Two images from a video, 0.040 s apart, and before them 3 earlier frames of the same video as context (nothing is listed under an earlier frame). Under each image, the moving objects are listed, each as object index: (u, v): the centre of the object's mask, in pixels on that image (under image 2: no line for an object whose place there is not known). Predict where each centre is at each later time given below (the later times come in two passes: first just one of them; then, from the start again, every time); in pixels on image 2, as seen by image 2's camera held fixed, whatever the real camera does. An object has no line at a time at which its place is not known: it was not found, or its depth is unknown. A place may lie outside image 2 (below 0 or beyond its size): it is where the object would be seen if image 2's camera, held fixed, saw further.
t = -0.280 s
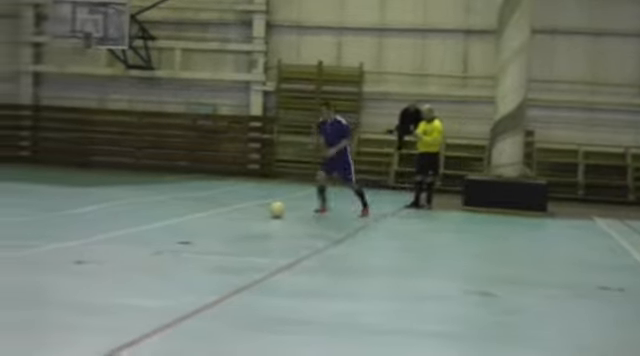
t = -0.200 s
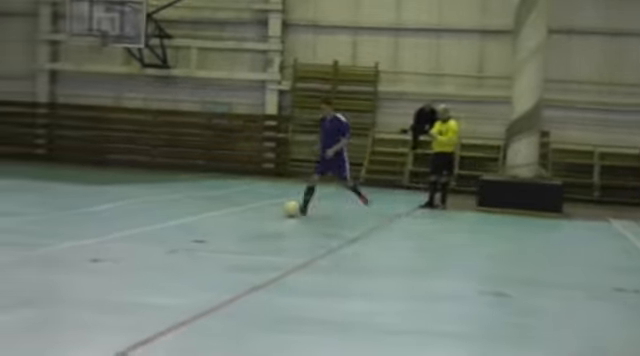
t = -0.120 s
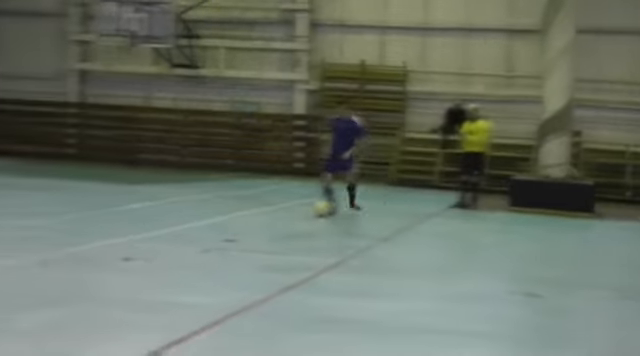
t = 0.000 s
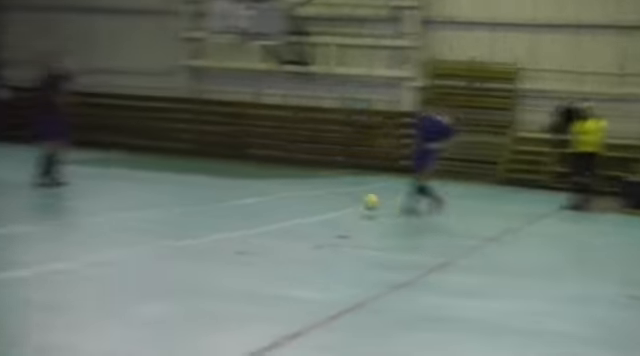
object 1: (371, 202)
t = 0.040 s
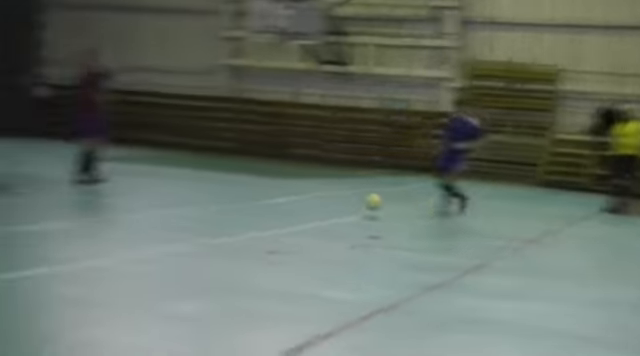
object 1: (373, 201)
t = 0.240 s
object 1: (192, 202)
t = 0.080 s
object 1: (337, 201)
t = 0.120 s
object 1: (303, 204)
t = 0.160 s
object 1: (267, 206)
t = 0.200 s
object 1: (230, 206)
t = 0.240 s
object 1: (192, 202)
